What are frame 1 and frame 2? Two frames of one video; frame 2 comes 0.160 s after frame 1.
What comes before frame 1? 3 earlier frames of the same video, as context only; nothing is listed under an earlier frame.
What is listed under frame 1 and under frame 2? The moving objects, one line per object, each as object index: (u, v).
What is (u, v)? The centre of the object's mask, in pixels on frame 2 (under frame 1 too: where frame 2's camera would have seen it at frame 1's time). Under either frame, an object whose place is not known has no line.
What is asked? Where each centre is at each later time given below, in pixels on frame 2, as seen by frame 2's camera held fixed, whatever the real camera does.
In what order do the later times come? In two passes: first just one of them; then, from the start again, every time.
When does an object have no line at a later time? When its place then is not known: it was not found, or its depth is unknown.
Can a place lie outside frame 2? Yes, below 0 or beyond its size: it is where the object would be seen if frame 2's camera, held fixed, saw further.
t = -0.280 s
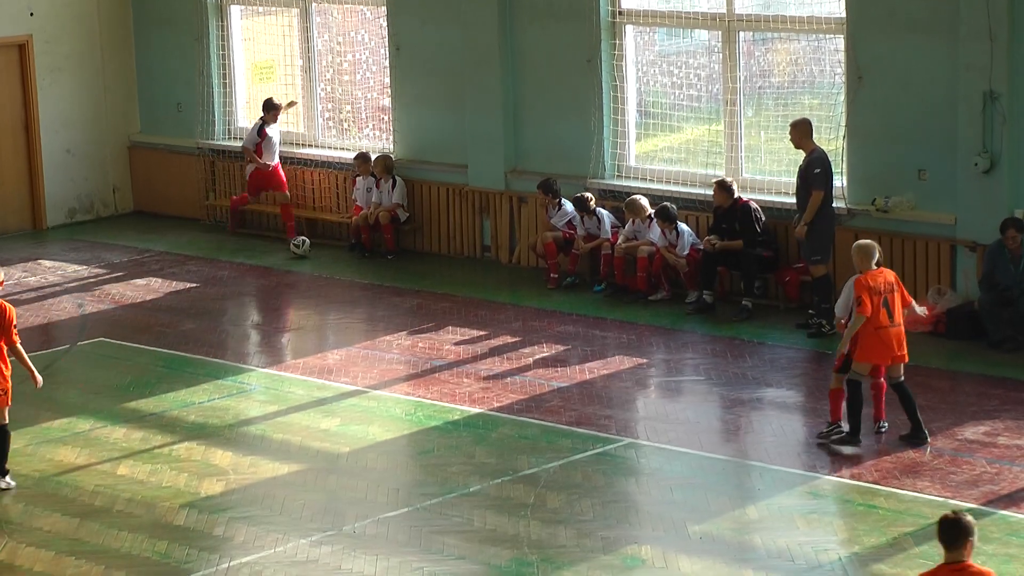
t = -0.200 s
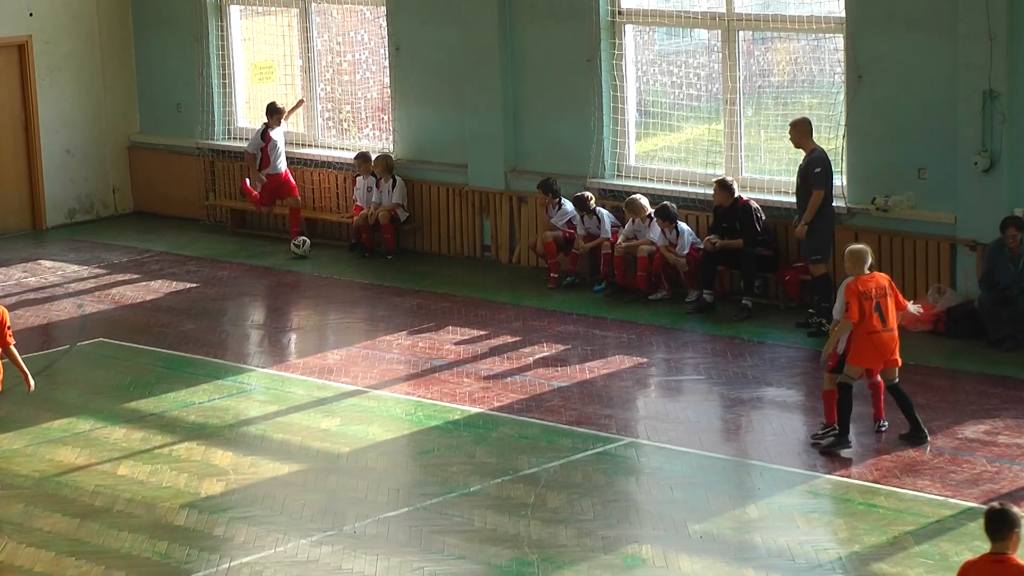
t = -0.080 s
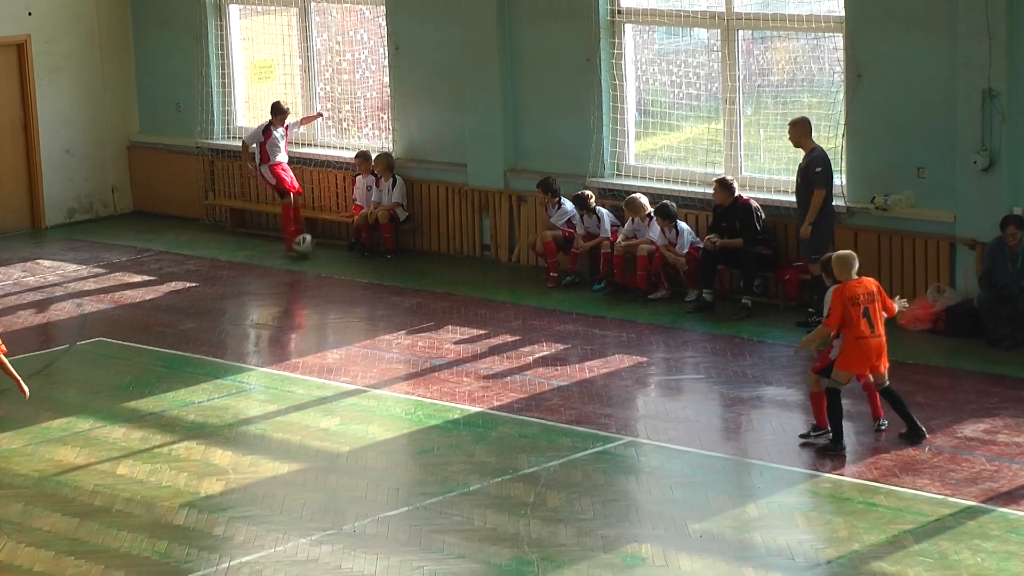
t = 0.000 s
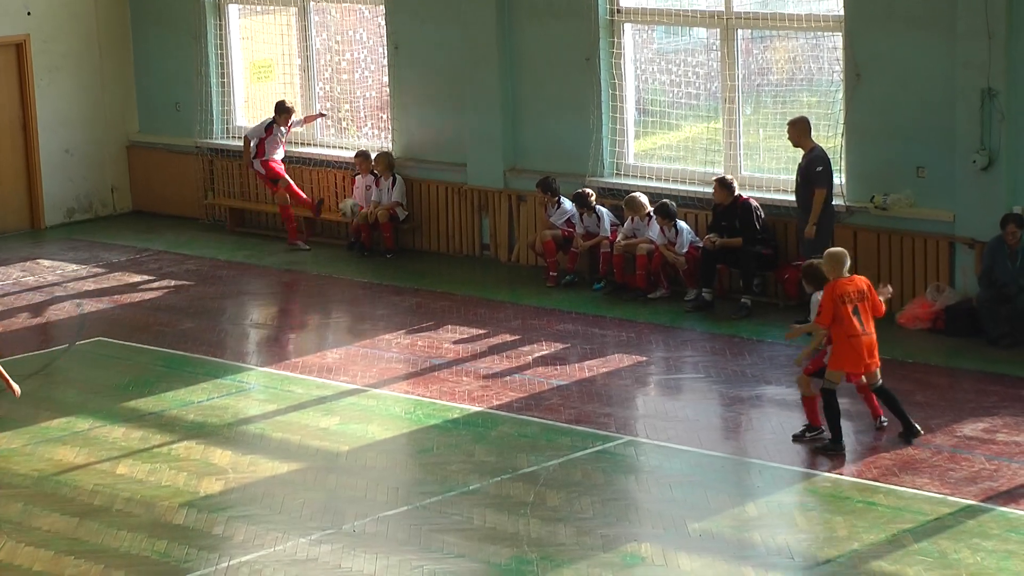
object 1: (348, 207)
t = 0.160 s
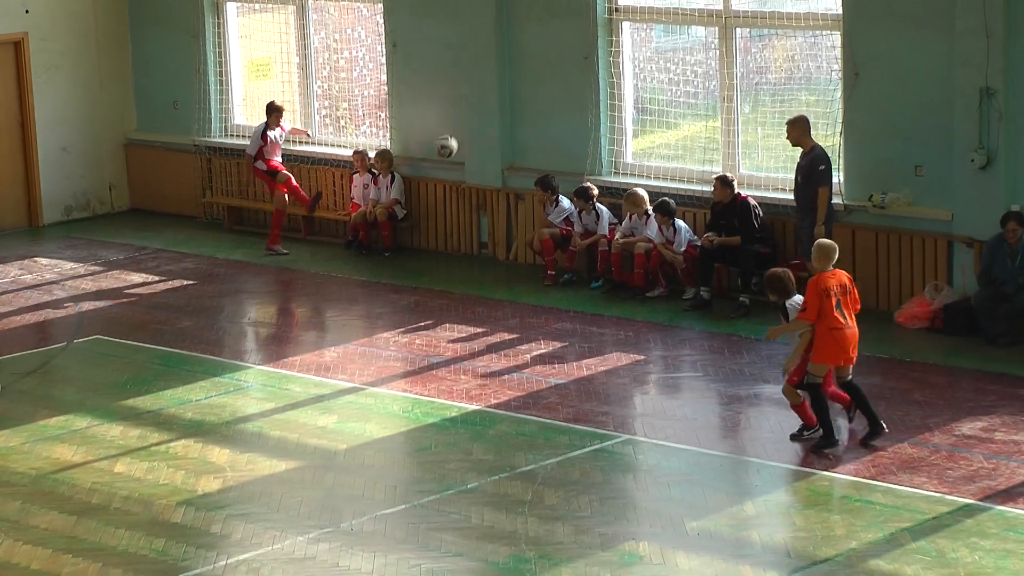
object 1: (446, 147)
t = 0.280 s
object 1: (522, 110)
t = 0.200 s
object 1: (470, 133)
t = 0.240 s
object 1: (497, 122)
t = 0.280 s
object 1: (522, 110)
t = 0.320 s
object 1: (548, 101)
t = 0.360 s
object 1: (576, 93)
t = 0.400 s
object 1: (602, 86)
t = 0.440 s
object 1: (629, 81)
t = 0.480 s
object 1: (657, 77)
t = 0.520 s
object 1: (685, 75)
